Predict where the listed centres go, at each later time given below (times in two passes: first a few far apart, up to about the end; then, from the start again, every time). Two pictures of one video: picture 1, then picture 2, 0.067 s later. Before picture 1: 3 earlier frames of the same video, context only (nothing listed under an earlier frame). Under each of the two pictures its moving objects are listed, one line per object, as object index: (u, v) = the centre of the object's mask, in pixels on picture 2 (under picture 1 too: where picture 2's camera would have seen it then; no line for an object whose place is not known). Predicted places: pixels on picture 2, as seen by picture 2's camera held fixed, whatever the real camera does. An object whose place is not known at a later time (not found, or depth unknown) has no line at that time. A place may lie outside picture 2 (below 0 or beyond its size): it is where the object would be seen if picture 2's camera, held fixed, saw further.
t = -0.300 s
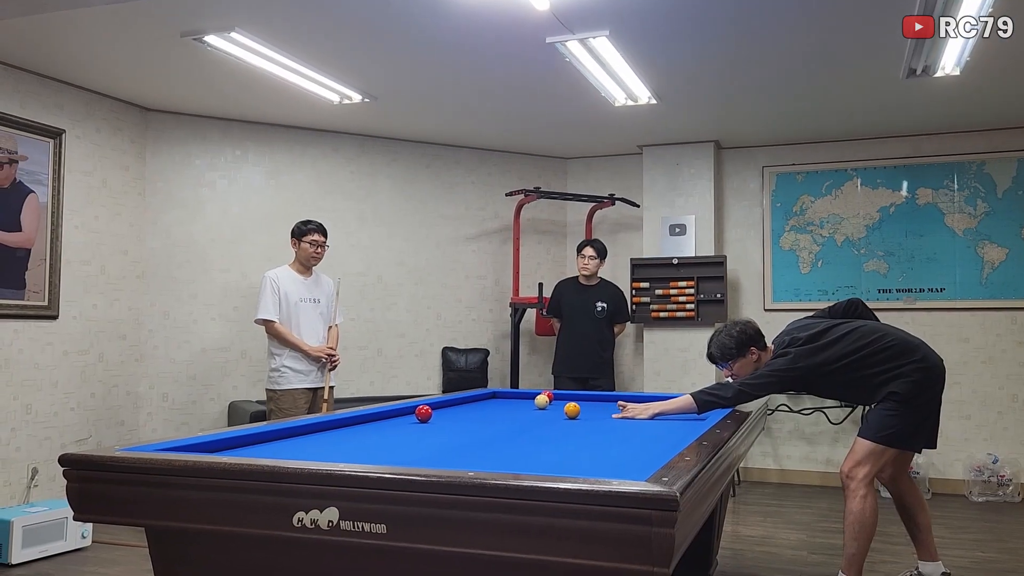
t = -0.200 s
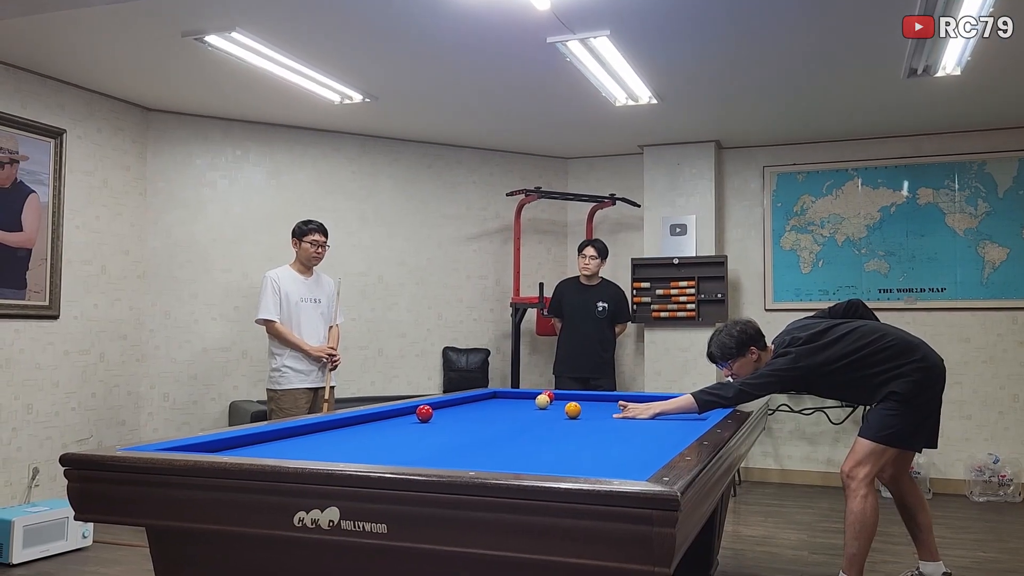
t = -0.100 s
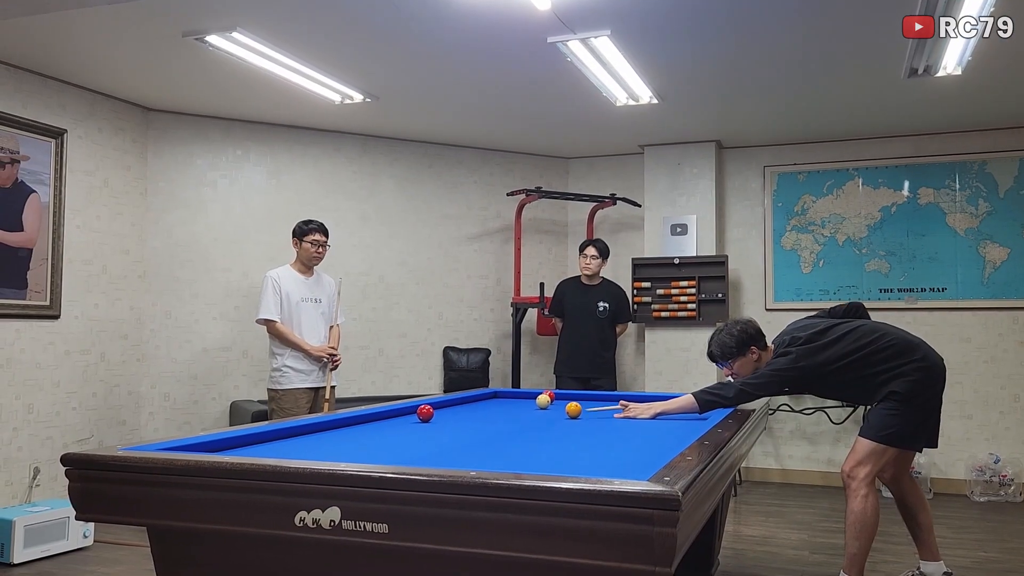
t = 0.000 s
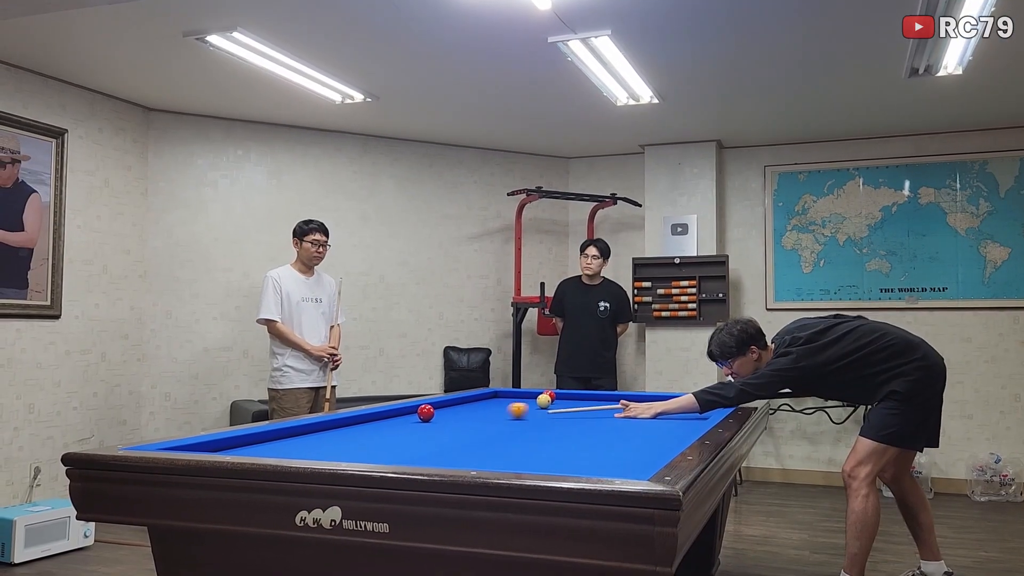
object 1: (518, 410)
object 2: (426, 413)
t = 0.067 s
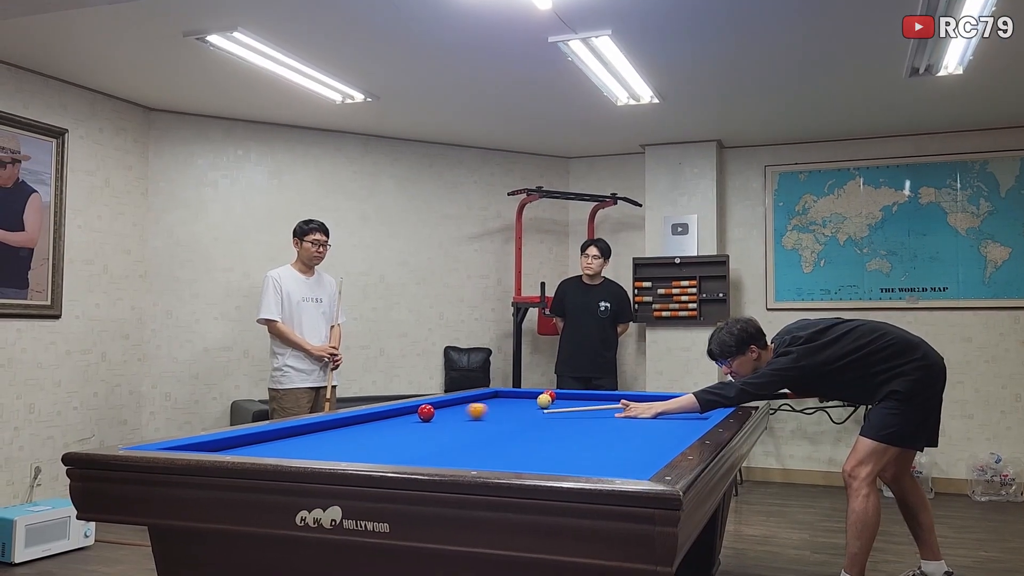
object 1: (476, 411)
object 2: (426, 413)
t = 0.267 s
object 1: (429, 410)
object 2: (363, 417)
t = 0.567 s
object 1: (427, 407)
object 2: (370, 427)
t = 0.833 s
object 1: (456, 405)
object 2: (374, 438)
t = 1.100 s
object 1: (483, 403)
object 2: (381, 451)
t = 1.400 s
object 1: (512, 400)
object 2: (423, 457)
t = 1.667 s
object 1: (533, 398)
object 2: (514, 457)
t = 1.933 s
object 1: (558, 397)
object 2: (597, 454)
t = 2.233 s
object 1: (585, 397)
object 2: (639, 448)
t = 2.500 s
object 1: (609, 397)
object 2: (613, 440)
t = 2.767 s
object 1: (632, 396)
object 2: (591, 434)
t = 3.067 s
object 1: (655, 397)
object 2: (569, 427)
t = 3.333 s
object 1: (674, 398)
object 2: (552, 423)
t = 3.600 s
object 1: (693, 399)
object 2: (537, 418)
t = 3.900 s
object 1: (715, 400)
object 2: (522, 414)
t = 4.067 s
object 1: (726, 400)
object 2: (514, 412)
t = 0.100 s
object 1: (457, 411)
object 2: (426, 413)
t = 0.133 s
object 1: (441, 412)
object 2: (422, 412)
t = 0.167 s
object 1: (437, 411)
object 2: (407, 413)
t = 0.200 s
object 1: (434, 411)
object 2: (390, 414)
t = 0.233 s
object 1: (431, 410)
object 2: (375, 416)
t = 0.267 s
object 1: (429, 410)
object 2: (363, 417)
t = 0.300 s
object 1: (426, 410)
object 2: (364, 418)
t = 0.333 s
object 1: (424, 409)
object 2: (365, 419)
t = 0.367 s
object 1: (421, 409)
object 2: (366, 420)
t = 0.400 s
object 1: (419, 408)
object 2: (367, 421)
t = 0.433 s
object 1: (416, 408)
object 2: (367, 422)
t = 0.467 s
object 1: (414, 408)
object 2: (368, 424)
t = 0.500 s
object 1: (418, 407)
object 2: (368, 425)
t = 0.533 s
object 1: (423, 407)
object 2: (369, 426)
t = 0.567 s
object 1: (427, 407)
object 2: (370, 427)
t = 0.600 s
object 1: (430, 406)
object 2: (370, 428)
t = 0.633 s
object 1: (434, 406)
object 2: (371, 430)
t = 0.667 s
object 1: (438, 406)
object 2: (371, 431)
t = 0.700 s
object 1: (442, 406)
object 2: (372, 432)
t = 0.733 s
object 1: (445, 405)
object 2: (373, 434)
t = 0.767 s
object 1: (449, 405)
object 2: (373, 435)
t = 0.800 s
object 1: (453, 405)
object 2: (374, 436)
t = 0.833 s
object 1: (456, 405)
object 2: (374, 438)
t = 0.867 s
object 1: (459, 404)
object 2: (375, 440)
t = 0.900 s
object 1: (463, 404)
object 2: (376, 441)
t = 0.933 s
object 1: (466, 404)
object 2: (377, 442)
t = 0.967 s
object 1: (470, 403)
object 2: (377, 444)
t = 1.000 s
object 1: (473, 403)
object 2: (378, 446)
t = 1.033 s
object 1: (477, 403)
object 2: (379, 448)
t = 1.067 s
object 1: (480, 403)
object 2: (380, 449)
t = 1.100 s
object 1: (483, 403)
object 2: (381, 451)
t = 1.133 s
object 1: (487, 402)
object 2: (382, 452)
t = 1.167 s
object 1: (490, 402)
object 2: (383, 453)
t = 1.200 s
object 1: (493, 402)
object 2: (383, 454)
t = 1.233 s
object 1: (496, 402)
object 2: (384, 455)
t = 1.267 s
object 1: (499, 401)
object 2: (385, 456)
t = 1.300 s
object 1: (502, 401)
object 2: (386, 457)
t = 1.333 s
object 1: (506, 401)
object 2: (396, 457)
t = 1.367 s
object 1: (509, 401)
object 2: (410, 457)
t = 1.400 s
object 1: (512, 400)
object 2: (423, 457)
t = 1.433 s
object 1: (515, 400)
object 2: (435, 457)
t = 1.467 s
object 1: (518, 400)
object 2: (447, 457)
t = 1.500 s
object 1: (521, 400)
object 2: (458, 457)
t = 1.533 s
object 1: (523, 400)
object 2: (469, 457)
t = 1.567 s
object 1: (526, 399)
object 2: (481, 457)
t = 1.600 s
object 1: (529, 399)
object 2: (492, 457)
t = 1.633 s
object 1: (531, 399)
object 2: (503, 457)
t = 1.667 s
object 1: (533, 398)
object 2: (514, 457)
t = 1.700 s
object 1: (535, 398)
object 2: (525, 457)
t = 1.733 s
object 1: (537, 396)
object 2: (535, 456)
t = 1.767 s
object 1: (540, 394)
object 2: (546, 456)
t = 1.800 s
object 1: (545, 393)
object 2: (556, 456)
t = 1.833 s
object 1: (551, 395)
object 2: (567, 455)
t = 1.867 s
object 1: (553, 396)
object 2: (577, 455)
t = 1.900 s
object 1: (555, 397)
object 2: (587, 454)
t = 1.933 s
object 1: (558, 397)
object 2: (597, 454)
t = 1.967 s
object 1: (561, 397)
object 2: (607, 453)
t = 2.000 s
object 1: (564, 397)
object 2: (617, 453)
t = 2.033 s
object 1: (567, 397)
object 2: (627, 453)
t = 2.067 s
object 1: (570, 397)
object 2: (637, 452)
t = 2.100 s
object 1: (573, 397)
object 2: (646, 451)
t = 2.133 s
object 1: (576, 397)
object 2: (651, 449)
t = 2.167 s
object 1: (579, 397)
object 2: (647, 450)
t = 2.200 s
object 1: (582, 397)
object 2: (643, 449)
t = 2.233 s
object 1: (585, 397)
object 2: (639, 448)
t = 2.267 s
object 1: (588, 397)
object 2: (636, 447)
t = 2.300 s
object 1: (591, 397)
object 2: (632, 446)
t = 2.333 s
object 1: (594, 397)
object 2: (629, 445)
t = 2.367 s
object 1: (597, 397)
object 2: (626, 444)
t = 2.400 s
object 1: (600, 397)
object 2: (623, 443)
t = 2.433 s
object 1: (603, 397)
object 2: (620, 442)
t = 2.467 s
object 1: (606, 397)
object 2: (616, 441)
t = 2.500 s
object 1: (609, 397)
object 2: (613, 440)
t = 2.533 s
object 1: (612, 397)
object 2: (610, 440)
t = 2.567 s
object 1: (615, 397)
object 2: (607, 439)
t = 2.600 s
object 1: (618, 397)
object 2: (604, 438)
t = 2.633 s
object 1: (620, 397)
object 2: (602, 437)
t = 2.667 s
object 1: (623, 397)
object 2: (599, 436)
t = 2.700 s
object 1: (626, 397)
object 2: (596, 435)
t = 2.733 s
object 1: (629, 396)
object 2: (593, 435)
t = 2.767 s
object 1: (632, 396)
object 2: (591, 434)
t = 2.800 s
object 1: (635, 396)
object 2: (588, 433)
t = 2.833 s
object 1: (637, 396)
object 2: (586, 432)
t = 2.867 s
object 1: (640, 396)
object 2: (583, 432)
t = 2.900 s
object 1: (643, 396)
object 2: (581, 431)
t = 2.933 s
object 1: (645, 396)
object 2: (578, 430)
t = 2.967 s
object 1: (648, 396)
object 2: (576, 430)
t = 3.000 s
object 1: (650, 396)
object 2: (573, 429)
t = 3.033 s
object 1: (653, 397)
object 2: (571, 428)
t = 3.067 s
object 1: (655, 397)
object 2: (569, 427)
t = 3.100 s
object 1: (658, 397)
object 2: (567, 427)
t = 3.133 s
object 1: (660, 397)
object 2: (564, 426)
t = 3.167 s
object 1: (662, 397)
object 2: (562, 426)
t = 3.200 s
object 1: (665, 397)
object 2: (560, 425)
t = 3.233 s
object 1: (667, 397)
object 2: (558, 424)
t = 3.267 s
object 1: (670, 398)
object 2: (556, 424)
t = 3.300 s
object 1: (672, 398)
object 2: (554, 423)
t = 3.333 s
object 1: (674, 398)
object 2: (552, 423)
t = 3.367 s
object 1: (677, 398)
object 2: (550, 422)
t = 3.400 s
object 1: (679, 398)
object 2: (548, 422)
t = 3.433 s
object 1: (681, 398)
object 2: (546, 421)
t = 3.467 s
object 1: (684, 398)
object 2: (544, 420)
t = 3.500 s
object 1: (686, 399)
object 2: (542, 420)
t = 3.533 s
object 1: (688, 399)
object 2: (540, 419)
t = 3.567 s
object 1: (691, 399)
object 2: (538, 419)
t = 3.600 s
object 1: (693, 399)
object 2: (537, 418)
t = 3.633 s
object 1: (695, 399)
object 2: (535, 418)
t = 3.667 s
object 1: (698, 399)
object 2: (533, 417)
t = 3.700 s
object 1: (700, 399)
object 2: (531, 417)
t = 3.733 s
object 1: (702, 400)
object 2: (530, 416)
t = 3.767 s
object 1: (705, 400)
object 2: (528, 416)
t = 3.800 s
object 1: (707, 400)
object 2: (526, 415)
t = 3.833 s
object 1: (710, 400)
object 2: (525, 415)
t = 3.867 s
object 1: (712, 400)
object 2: (523, 414)
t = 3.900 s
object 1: (715, 400)
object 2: (522, 414)
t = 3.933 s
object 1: (717, 400)
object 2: (520, 413)
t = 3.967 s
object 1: (719, 401)
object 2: (518, 413)
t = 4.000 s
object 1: (721, 400)
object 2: (517, 413)
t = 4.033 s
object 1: (724, 400)
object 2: (515, 412)
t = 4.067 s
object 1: (726, 400)
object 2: (514, 412)
